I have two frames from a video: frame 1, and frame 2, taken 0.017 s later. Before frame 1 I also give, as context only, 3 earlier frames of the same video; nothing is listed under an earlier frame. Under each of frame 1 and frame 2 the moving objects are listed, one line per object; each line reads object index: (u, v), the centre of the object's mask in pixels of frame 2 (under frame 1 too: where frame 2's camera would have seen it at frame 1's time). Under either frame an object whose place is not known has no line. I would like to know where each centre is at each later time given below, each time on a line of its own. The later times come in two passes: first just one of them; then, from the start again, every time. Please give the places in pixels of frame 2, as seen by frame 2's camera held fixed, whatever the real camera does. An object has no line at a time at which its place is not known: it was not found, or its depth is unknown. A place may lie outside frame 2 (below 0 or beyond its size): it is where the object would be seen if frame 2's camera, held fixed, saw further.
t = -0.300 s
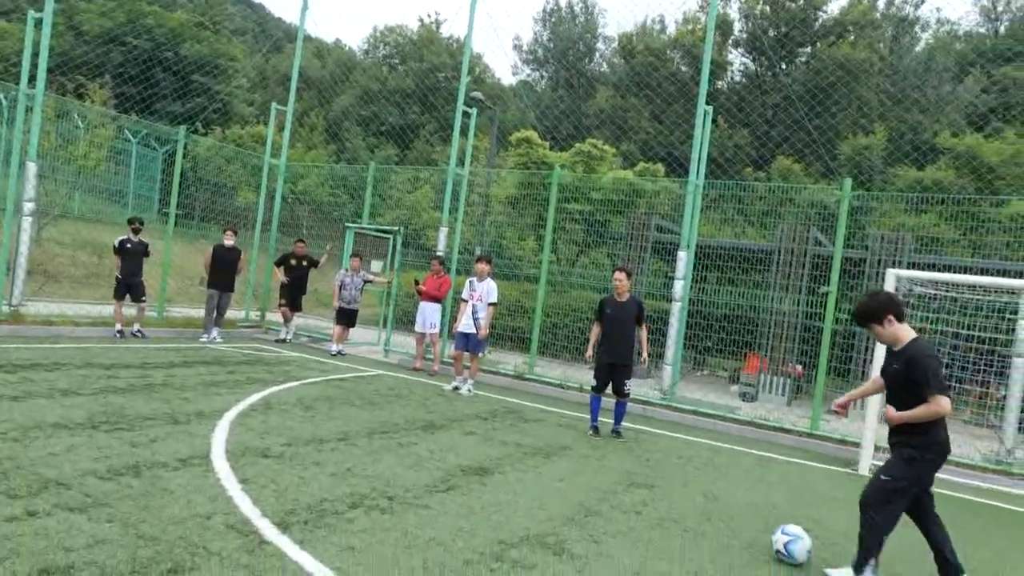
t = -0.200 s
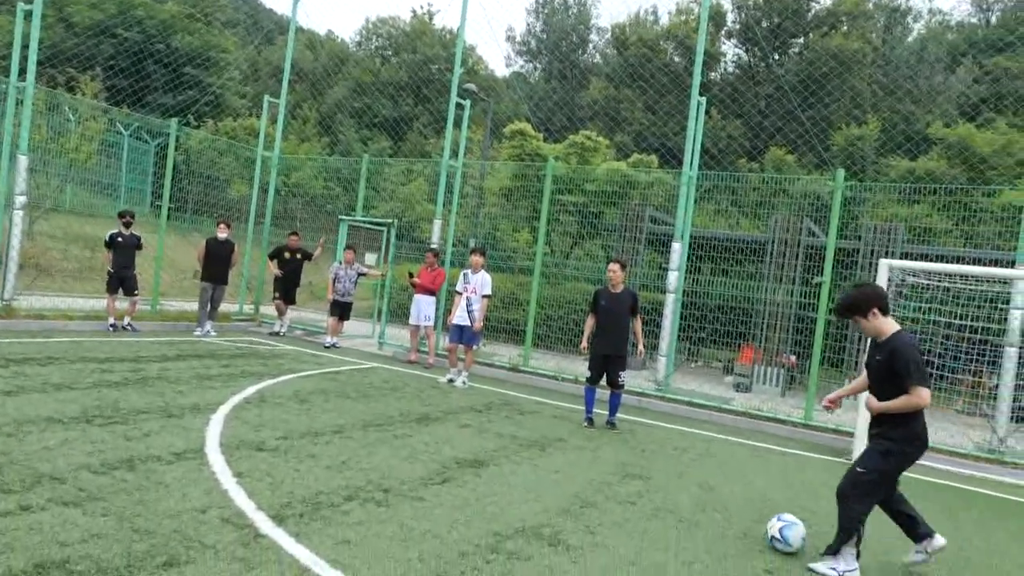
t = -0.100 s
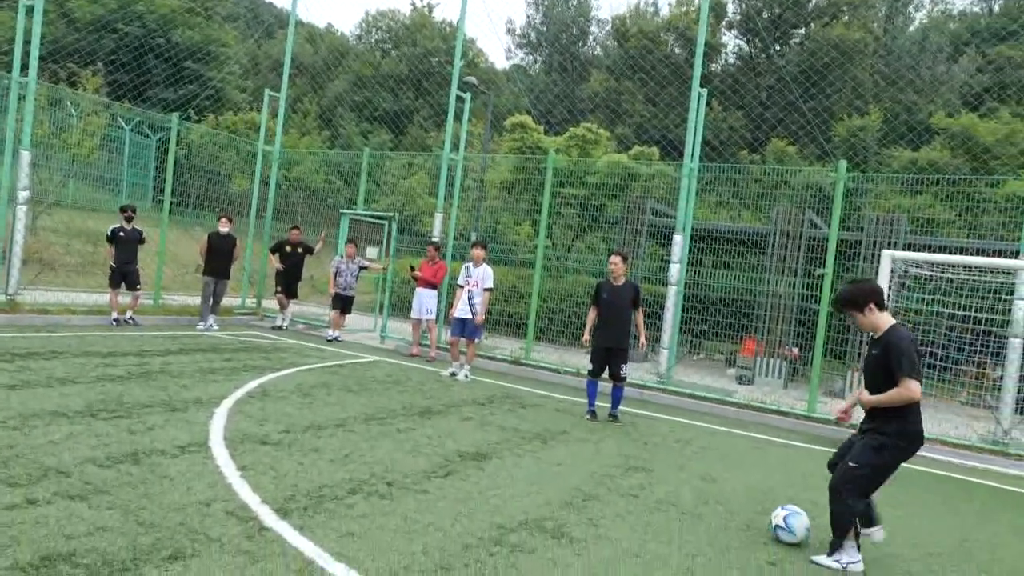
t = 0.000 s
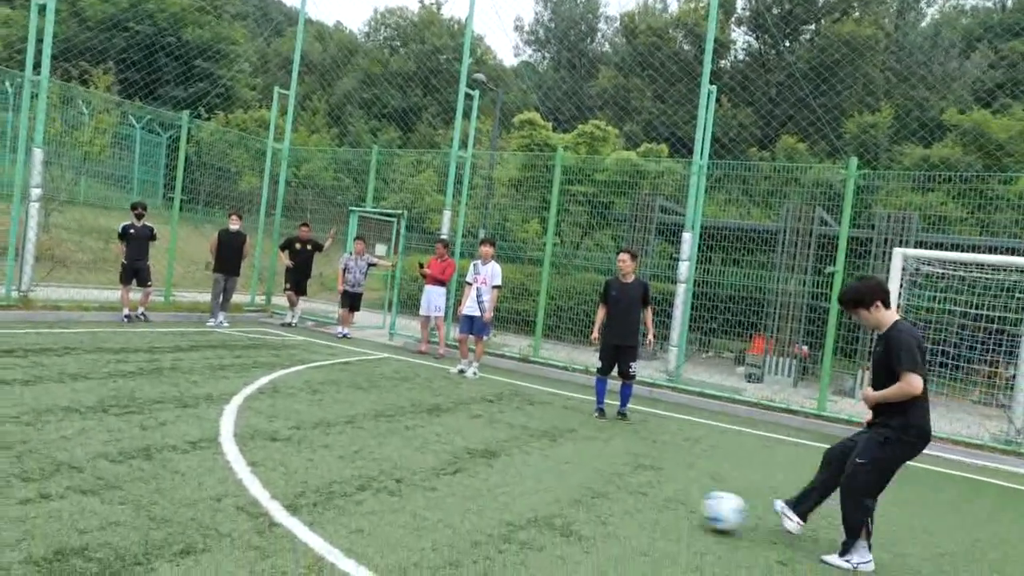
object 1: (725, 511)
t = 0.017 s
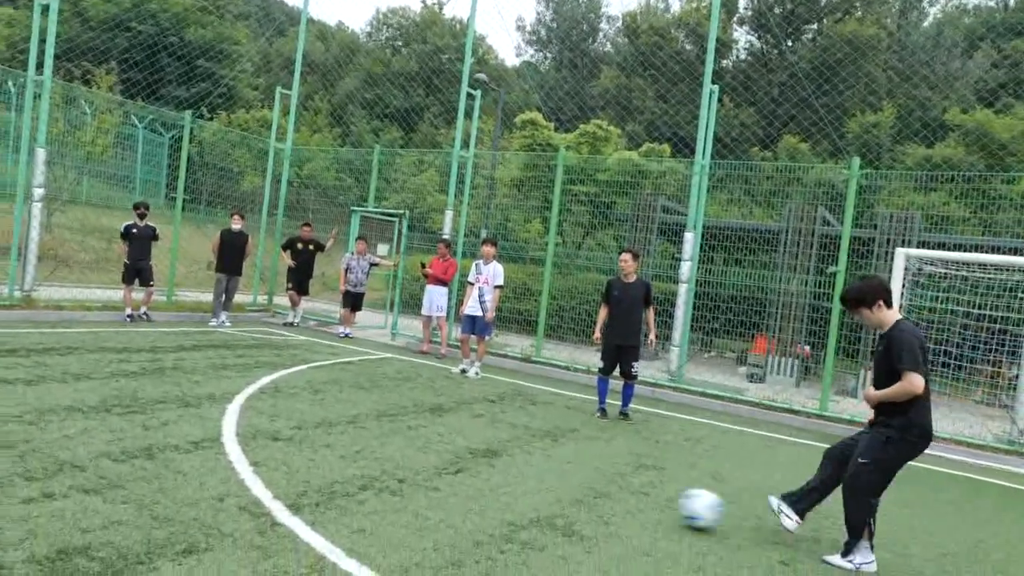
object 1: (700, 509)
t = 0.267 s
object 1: (350, 474)
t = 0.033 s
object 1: (675, 507)
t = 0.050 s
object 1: (651, 505)
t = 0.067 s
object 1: (625, 503)
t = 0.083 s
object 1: (601, 502)
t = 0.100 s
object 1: (577, 498)
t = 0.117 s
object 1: (553, 496)
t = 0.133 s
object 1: (530, 493)
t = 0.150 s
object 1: (506, 490)
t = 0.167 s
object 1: (483, 488)
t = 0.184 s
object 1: (459, 488)
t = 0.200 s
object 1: (435, 486)
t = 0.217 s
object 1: (412, 484)
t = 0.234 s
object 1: (391, 481)
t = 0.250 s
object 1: (371, 477)
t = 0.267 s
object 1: (350, 474)
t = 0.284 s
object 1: (330, 472)
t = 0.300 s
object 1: (309, 470)
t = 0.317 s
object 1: (287, 467)
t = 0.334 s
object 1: (268, 465)
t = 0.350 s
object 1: (246, 464)
